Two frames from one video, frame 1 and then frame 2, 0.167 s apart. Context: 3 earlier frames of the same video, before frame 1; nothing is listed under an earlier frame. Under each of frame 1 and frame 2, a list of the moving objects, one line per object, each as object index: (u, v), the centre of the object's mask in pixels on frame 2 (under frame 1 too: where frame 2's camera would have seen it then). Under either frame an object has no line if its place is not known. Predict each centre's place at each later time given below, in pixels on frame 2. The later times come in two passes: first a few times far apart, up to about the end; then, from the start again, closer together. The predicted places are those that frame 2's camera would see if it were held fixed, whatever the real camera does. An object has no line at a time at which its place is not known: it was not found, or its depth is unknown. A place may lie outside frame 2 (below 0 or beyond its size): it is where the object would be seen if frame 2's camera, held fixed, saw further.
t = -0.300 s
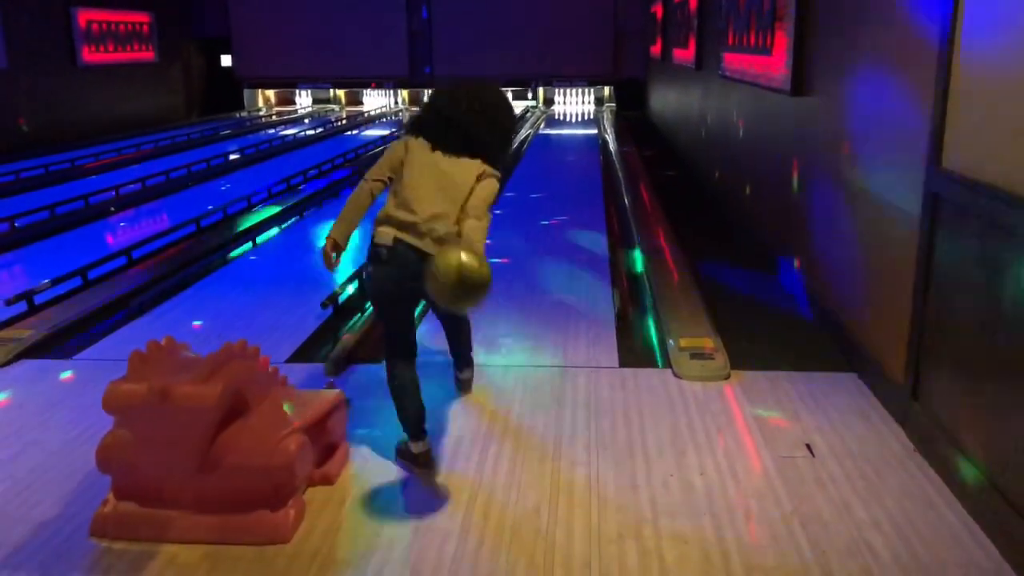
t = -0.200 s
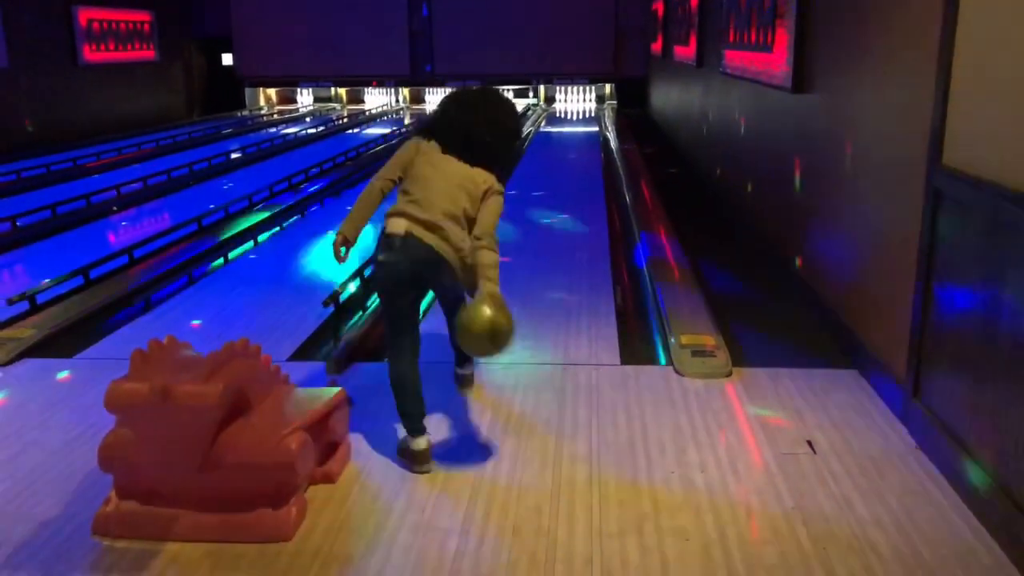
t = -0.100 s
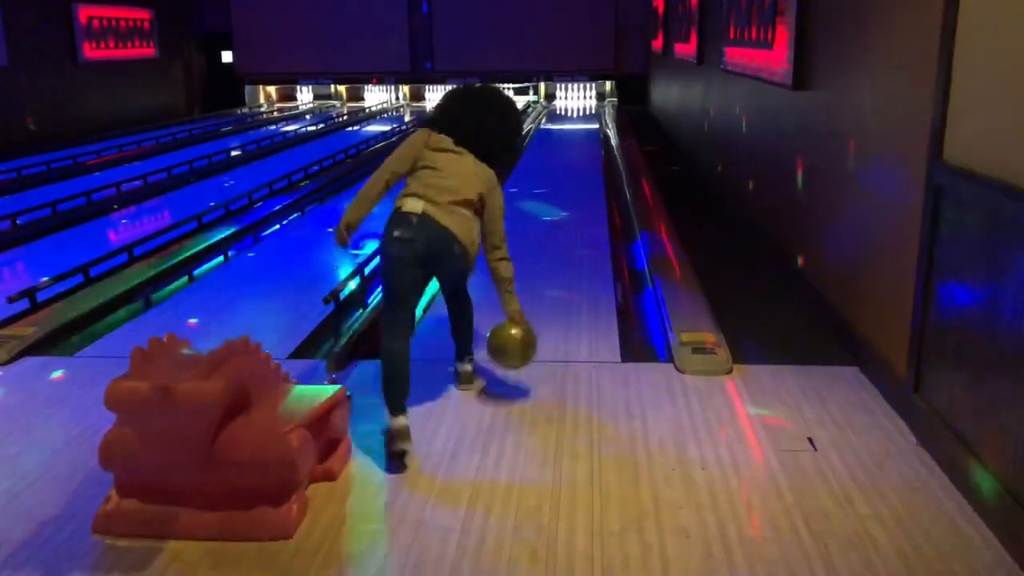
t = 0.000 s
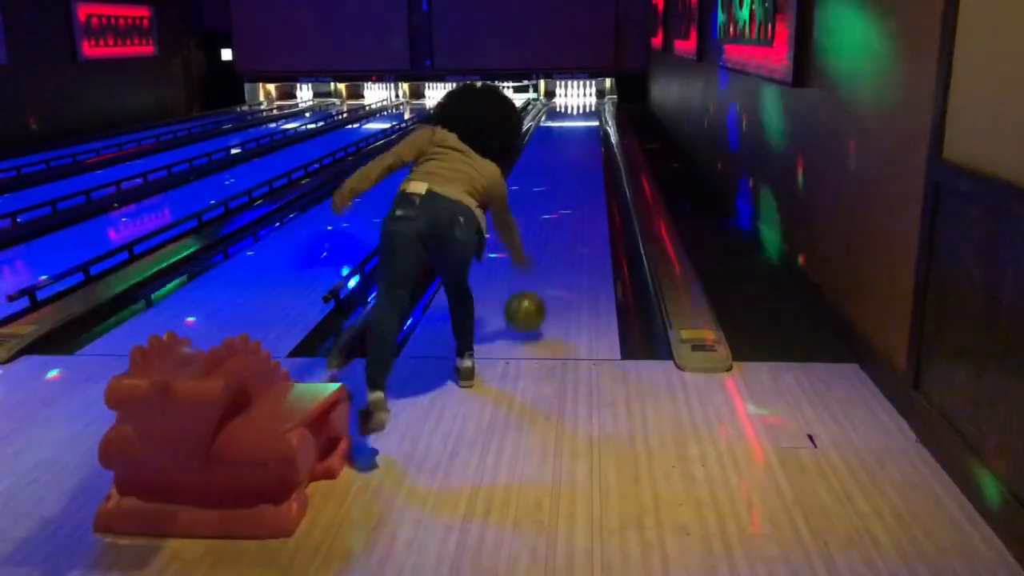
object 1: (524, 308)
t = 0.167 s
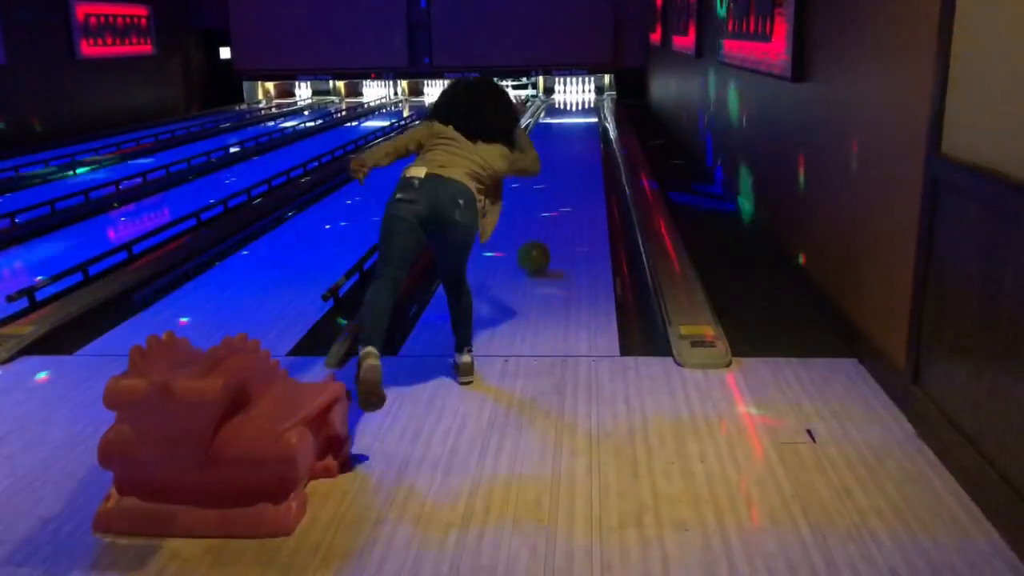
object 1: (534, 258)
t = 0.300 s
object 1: (539, 227)
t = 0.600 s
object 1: (547, 181)
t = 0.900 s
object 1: (550, 154)
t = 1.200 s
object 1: (551, 136)
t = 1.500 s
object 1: (552, 122)
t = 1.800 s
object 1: (552, 116)
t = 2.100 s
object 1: (552, 109)
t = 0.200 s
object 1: (536, 249)
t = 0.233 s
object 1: (537, 241)
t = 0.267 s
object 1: (538, 234)
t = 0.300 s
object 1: (539, 227)
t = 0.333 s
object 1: (540, 220)
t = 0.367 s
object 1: (542, 213)
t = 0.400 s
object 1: (542, 209)
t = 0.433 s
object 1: (544, 203)
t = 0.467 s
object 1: (544, 198)
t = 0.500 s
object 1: (545, 193)
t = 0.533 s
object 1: (545, 189)
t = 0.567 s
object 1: (546, 186)
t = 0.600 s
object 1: (547, 181)
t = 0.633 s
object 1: (547, 178)
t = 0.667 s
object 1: (547, 174)
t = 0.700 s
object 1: (548, 171)
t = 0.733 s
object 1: (548, 168)
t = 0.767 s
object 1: (548, 165)
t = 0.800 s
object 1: (549, 162)
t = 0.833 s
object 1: (549, 159)
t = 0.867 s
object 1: (549, 157)
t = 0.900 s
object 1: (550, 154)
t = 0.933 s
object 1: (550, 152)
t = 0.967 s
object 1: (550, 149)
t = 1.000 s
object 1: (550, 147)
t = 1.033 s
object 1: (551, 145)
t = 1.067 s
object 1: (551, 143)
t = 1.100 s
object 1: (551, 141)
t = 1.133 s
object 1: (551, 139)
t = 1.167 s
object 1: (552, 137)
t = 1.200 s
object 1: (551, 136)
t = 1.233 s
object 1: (552, 134)
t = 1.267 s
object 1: (552, 132)
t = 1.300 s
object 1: (552, 131)
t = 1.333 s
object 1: (552, 130)
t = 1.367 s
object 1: (552, 126)
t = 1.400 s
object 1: (552, 126)
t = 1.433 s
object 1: (552, 125)
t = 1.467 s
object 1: (552, 123)
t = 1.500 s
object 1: (552, 122)
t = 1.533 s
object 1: (552, 120)
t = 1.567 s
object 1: (552, 119)
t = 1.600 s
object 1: (552, 119)
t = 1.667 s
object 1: (552, 117)
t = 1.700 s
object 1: (552, 116)
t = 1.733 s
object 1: (552, 116)
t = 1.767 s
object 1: (552, 116)
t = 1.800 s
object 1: (552, 116)
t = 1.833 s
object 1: (552, 116)
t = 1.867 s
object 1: (552, 115)
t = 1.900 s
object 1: (553, 115)
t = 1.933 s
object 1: (553, 115)
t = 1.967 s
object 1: (552, 115)
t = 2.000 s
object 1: (552, 111)
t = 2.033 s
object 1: (552, 111)
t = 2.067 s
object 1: (552, 110)
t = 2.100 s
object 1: (552, 109)
